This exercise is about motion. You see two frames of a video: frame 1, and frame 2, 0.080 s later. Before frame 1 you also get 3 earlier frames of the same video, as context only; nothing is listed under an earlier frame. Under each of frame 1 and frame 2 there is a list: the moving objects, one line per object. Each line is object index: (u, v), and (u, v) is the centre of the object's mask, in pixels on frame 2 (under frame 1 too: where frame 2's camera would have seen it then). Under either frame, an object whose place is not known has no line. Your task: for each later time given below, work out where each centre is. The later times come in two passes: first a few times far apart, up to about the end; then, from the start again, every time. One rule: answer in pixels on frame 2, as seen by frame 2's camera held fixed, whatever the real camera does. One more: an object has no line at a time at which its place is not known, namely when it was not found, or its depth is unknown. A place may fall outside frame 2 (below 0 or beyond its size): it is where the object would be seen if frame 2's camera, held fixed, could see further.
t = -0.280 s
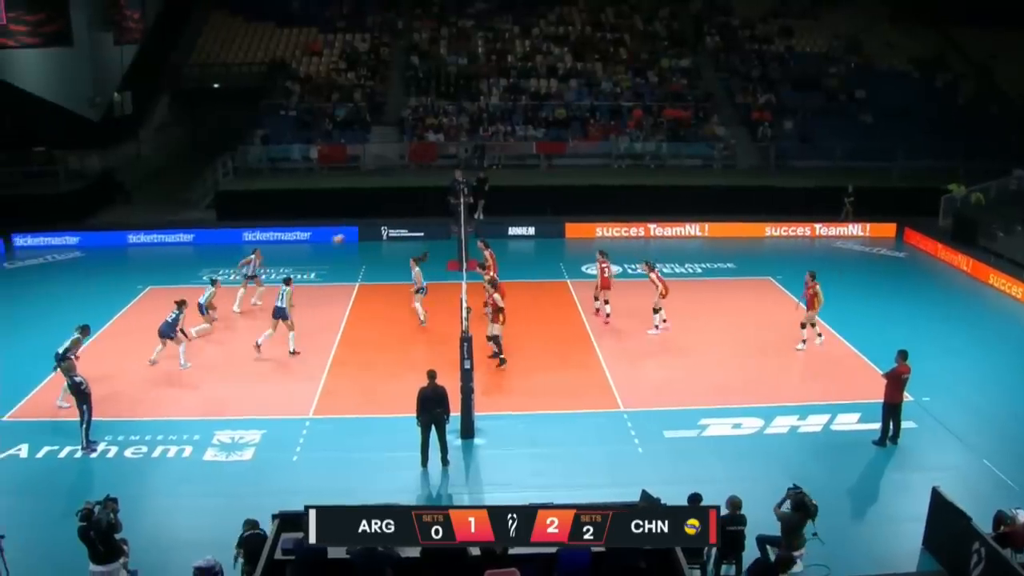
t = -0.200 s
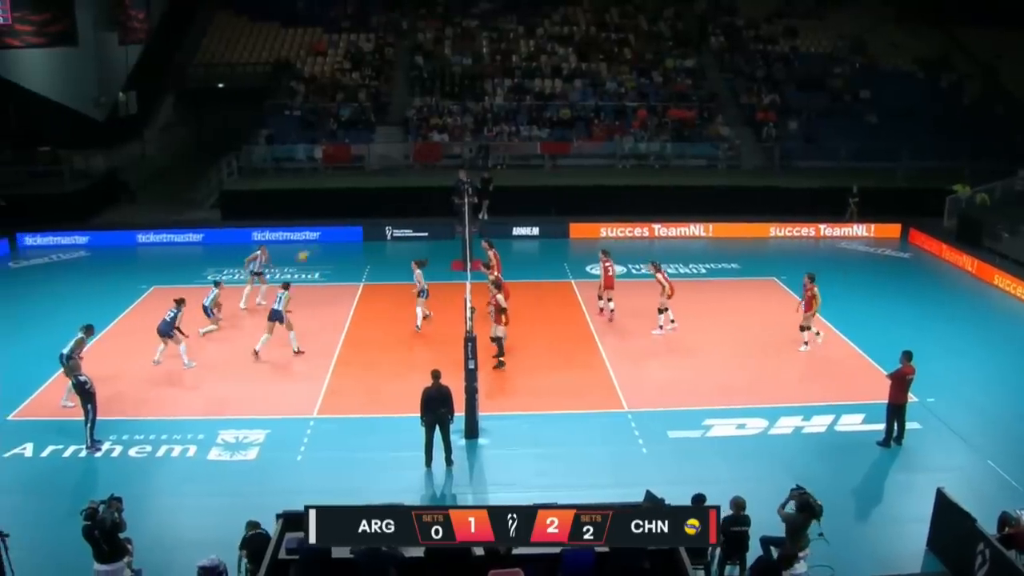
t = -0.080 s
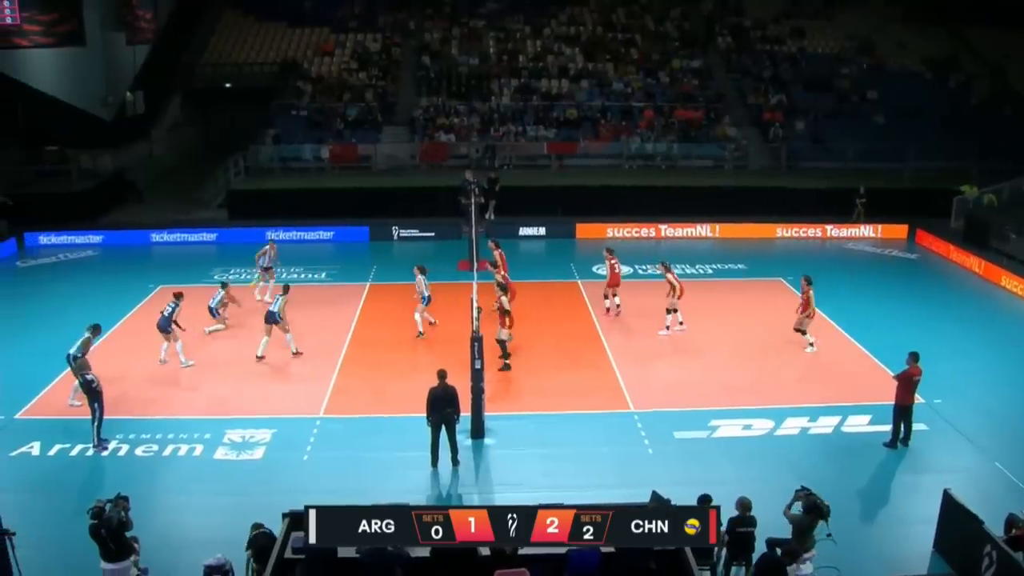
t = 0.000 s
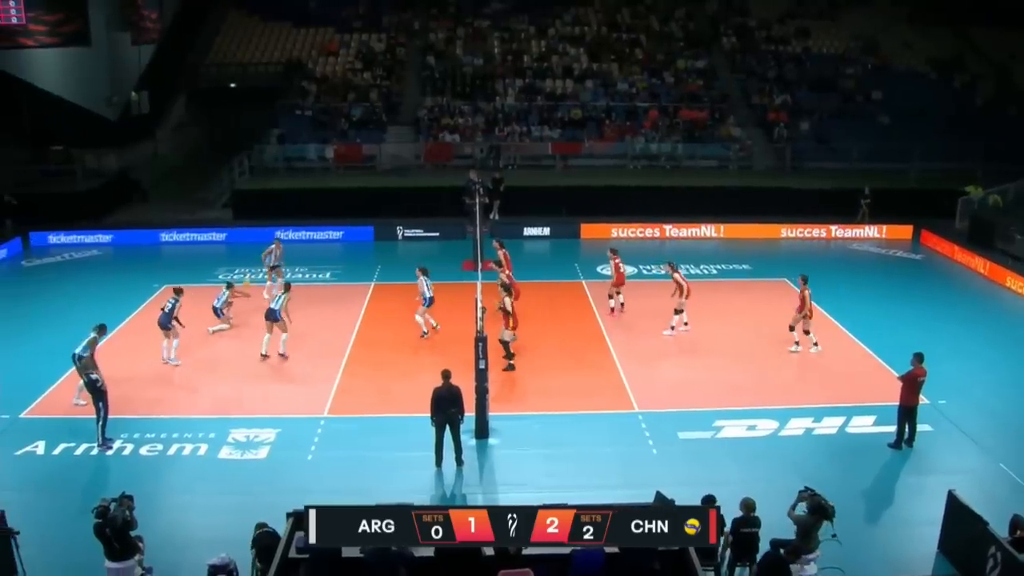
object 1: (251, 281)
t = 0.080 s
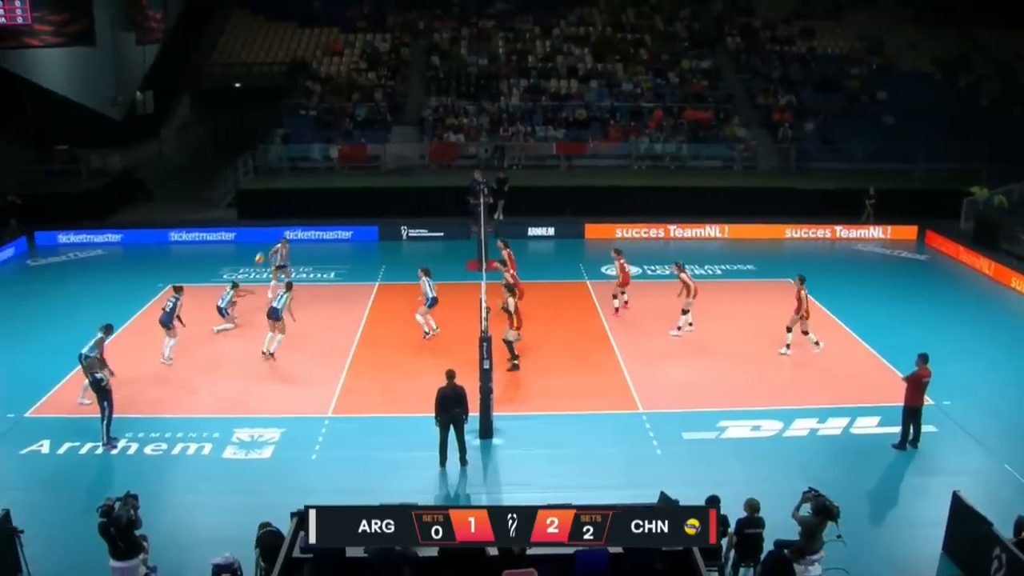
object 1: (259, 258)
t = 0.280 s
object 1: (282, 209)
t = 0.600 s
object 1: (320, 162)
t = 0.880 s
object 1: (354, 155)
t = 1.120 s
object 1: (383, 173)
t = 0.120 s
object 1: (264, 247)
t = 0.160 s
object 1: (268, 236)
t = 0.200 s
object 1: (273, 225)
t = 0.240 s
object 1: (278, 217)
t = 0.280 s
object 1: (282, 209)
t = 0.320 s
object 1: (287, 200)
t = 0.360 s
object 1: (291, 193)
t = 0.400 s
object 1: (297, 186)
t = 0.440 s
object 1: (301, 180)
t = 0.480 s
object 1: (305, 174)
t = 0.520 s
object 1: (311, 170)
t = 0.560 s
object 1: (315, 166)
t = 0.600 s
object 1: (320, 162)
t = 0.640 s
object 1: (325, 159)
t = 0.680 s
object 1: (329, 157)
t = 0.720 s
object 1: (334, 155)
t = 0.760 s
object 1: (339, 154)
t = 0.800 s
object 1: (343, 154)
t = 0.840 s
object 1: (348, 154)
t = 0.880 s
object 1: (354, 155)
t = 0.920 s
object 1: (358, 156)
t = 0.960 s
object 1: (363, 159)
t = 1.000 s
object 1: (367, 161)
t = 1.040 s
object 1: (373, 165)
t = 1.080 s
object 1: (378, 169)
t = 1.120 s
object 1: (383, 173)
